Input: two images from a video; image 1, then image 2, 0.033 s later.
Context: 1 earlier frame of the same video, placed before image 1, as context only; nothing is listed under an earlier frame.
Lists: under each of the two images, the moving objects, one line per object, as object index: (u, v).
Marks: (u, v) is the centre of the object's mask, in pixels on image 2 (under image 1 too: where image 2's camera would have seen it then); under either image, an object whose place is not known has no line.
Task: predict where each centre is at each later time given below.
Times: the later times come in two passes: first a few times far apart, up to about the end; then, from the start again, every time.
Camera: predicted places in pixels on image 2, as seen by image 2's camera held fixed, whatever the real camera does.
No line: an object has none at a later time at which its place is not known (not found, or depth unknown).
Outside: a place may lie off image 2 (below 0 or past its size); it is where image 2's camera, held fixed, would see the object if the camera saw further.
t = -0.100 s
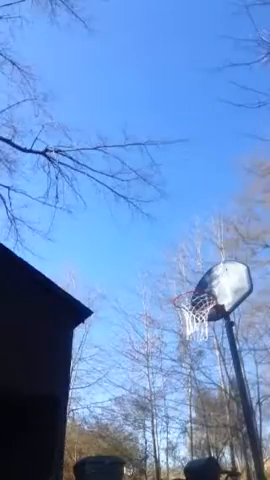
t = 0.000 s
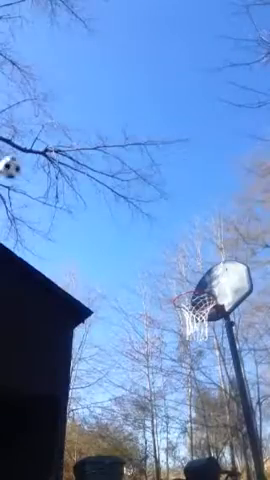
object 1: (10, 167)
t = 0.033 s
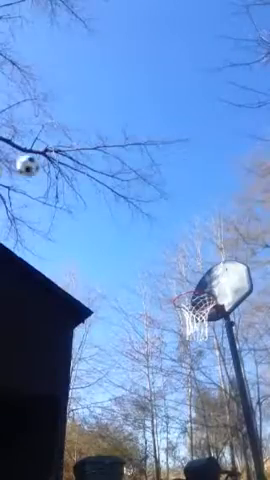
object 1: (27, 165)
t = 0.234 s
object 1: (119, 170)
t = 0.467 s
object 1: (209, 205)
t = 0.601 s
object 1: (260, 239)
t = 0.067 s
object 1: (44, 165)
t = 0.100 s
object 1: (58, 164)
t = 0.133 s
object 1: (73, 165)
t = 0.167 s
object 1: (90, 166)
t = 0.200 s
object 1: (104, 167)
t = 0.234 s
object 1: (119, 170)
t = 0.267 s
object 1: (131, 175)
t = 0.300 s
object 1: (145, 177)
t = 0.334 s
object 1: (159, 182)
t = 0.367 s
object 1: (172, 186)
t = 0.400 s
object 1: (184, 192)
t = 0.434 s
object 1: (197, 198)
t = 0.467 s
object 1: (209, 205)
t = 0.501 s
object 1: (222, 212)
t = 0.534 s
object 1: (234, 220)
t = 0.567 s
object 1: (247, 230)
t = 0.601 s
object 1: (260, 239)
